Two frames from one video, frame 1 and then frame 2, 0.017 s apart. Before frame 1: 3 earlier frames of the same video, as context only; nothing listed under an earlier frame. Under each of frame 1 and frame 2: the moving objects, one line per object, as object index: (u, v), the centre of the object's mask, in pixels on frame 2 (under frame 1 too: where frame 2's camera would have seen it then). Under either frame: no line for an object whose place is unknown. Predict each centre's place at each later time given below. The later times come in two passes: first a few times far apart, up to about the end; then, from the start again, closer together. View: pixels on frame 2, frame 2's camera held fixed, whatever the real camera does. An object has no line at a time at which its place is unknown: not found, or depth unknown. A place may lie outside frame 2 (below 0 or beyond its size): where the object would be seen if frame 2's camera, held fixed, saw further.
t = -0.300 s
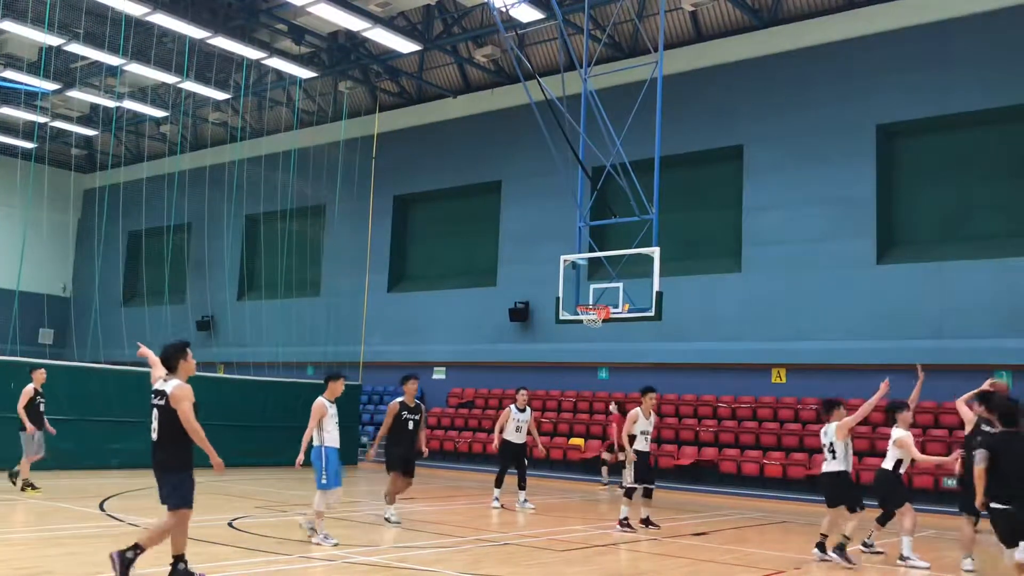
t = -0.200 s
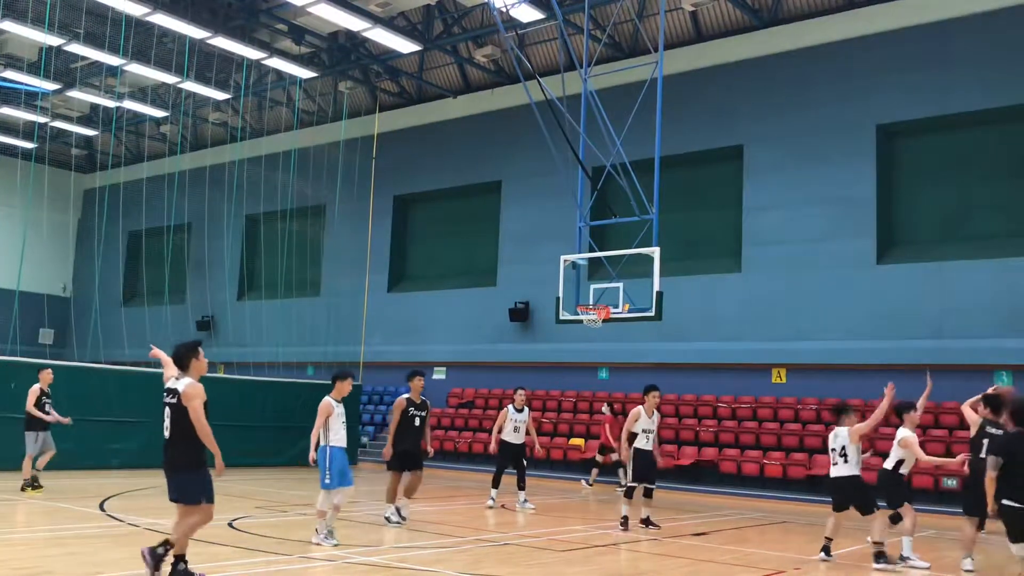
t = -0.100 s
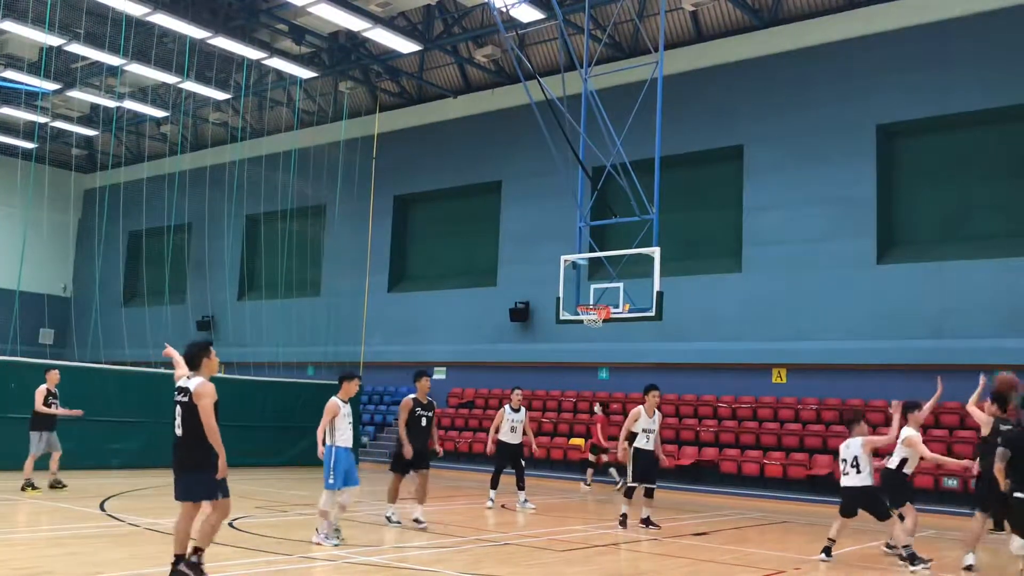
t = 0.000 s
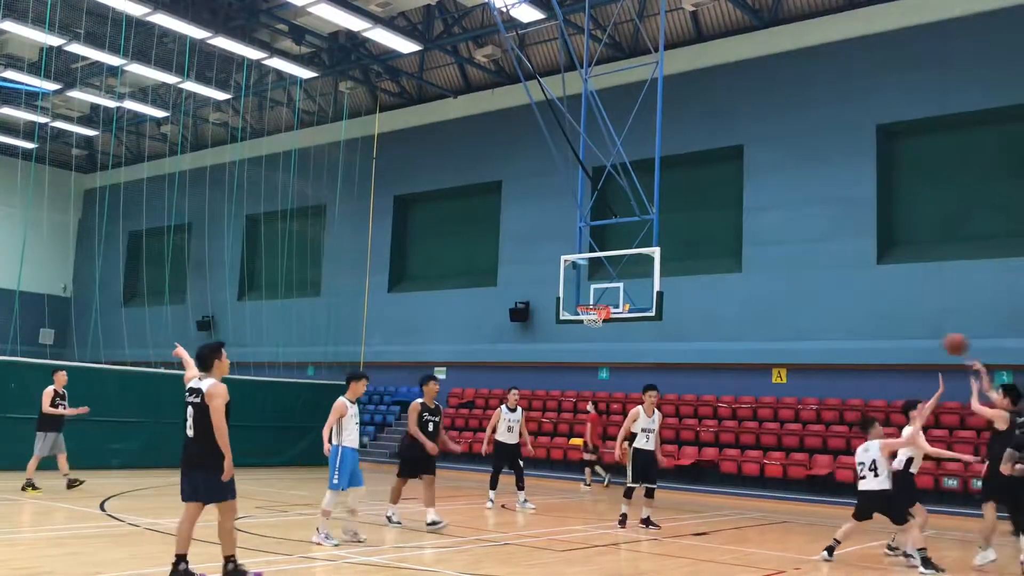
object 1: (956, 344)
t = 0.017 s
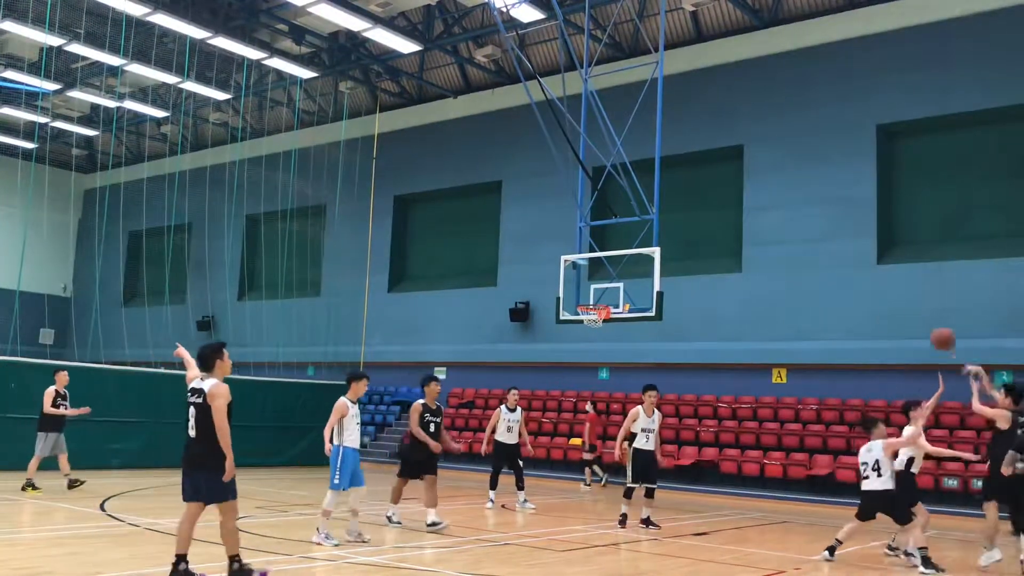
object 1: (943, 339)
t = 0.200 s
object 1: (806, 301)
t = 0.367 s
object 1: (688, 292)
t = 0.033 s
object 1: (931, 334)
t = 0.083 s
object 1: (892, 321)
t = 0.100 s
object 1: (880, 317)
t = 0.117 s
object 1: (868, 314)
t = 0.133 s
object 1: (855, 310)
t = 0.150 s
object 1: (843, 307)
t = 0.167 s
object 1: (831, 305)
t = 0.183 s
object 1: (819, 303)
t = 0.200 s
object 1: (806, 301)
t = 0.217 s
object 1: (794, 299)
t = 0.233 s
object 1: (782, 296)
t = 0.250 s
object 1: (770, 295)
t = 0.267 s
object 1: (758, 293)
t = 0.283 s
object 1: (747, 293)
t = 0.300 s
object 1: (735, 292)
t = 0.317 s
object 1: (723, 292)
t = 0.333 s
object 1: (711, 292)
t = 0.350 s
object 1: (699, 292)
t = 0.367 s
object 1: (688, 292)
